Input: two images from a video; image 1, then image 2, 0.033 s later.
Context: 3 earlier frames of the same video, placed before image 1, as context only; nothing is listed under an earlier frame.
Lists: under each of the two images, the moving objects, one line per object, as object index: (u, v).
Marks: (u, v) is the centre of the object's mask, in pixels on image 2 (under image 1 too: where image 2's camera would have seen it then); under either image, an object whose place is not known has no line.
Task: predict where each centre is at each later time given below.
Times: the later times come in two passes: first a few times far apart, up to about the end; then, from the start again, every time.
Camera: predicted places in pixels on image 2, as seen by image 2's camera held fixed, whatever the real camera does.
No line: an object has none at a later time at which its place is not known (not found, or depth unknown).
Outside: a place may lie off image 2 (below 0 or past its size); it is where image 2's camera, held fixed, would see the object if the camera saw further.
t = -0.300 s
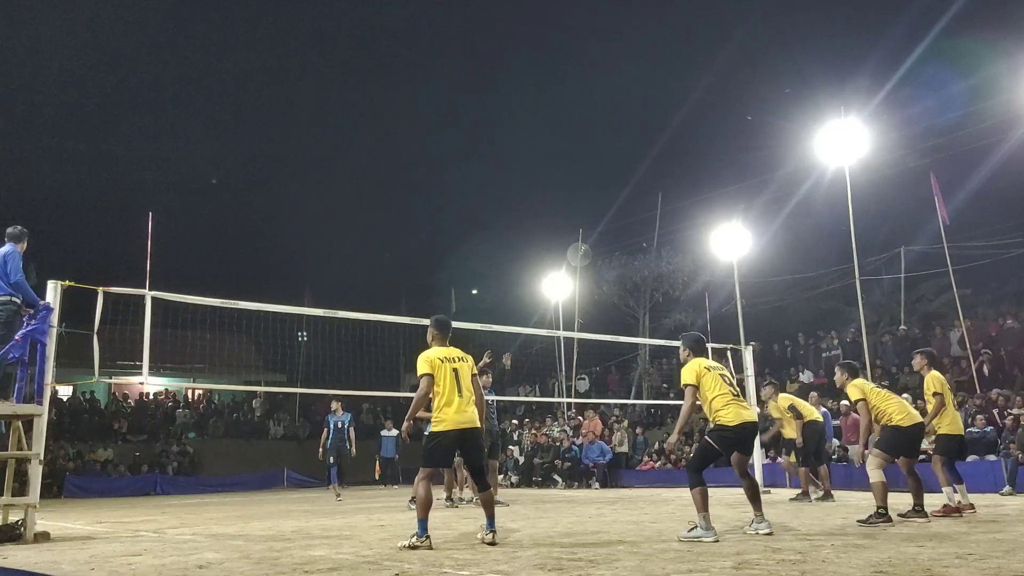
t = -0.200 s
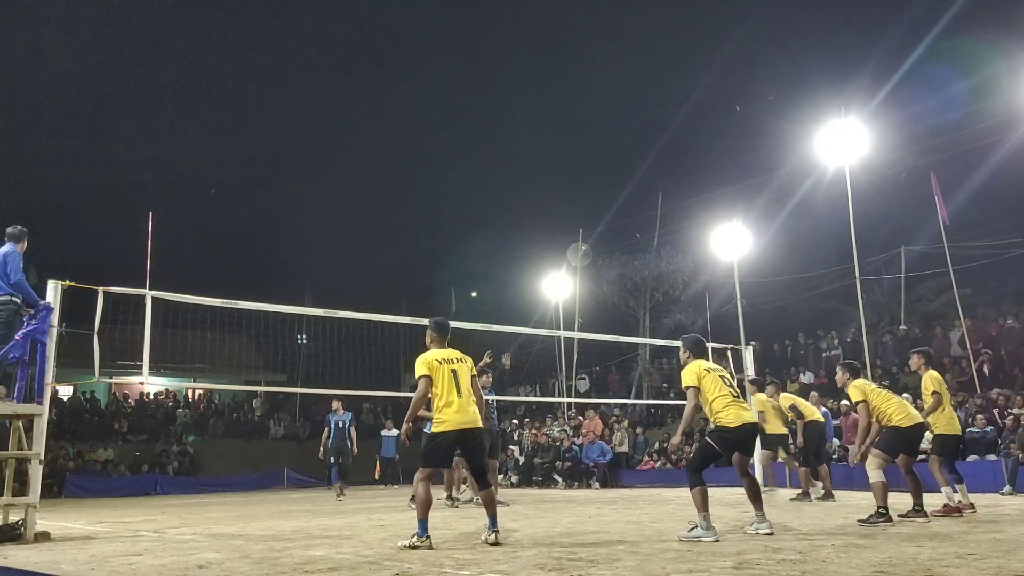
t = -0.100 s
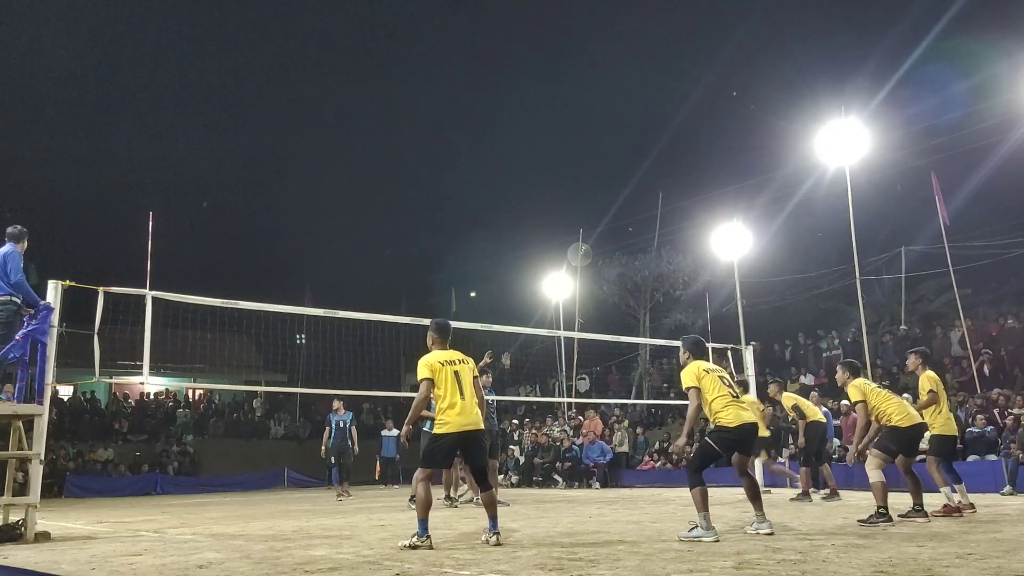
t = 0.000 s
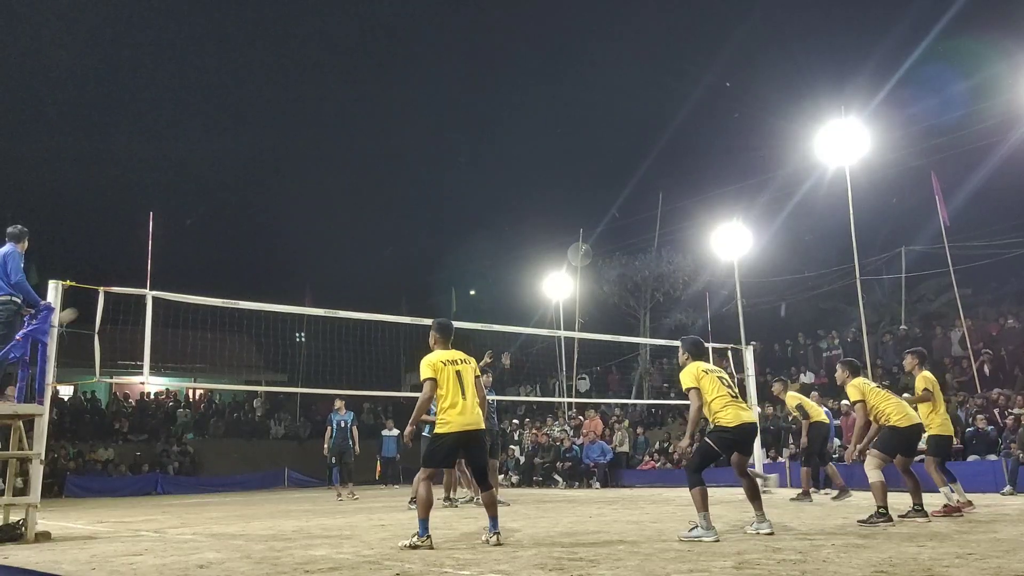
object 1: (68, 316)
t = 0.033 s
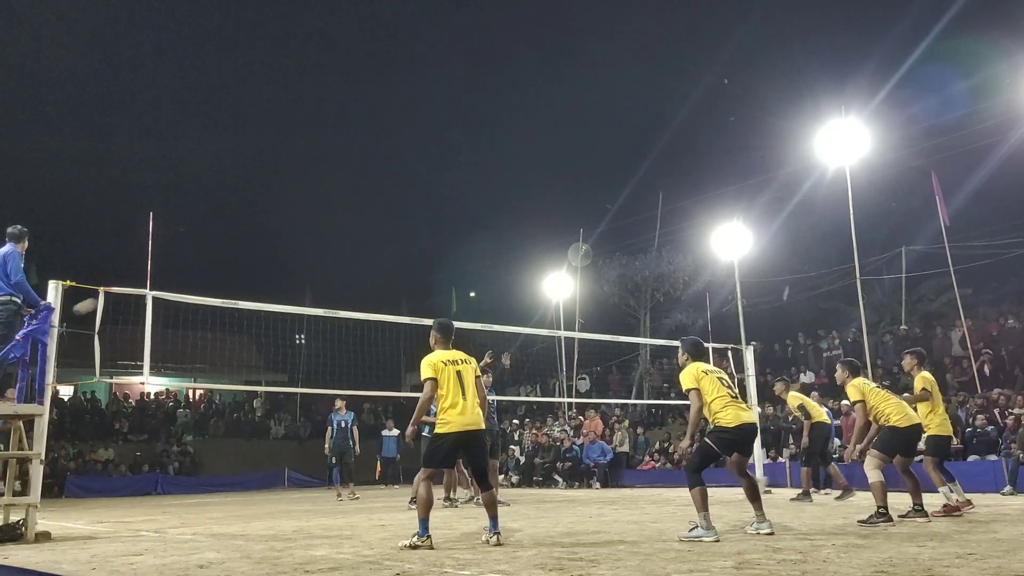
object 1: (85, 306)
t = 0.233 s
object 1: (213, 259)
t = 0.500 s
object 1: (405, 231)
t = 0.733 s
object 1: (599, 248)
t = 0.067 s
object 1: (106, 297)
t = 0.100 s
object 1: (130, 284)
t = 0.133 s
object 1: (148, 279)
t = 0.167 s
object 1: (169, 272)
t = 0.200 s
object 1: (191, 265)
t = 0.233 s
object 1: (213, 259)
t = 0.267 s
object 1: (235, 253)
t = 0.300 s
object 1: (258, 248)
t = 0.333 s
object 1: (281, 244)
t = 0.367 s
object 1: (305, 240)
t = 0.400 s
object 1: (329, 237)
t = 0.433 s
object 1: (354, 234)
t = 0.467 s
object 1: (379, 232)
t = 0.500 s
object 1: (405, 231)
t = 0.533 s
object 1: (431, 231)
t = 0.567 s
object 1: (458, 232)
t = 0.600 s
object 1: (485, 233)
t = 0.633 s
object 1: (512, 236)
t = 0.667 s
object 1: (541, 239)
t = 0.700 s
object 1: (566, 242)
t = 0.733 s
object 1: (599, 248)
